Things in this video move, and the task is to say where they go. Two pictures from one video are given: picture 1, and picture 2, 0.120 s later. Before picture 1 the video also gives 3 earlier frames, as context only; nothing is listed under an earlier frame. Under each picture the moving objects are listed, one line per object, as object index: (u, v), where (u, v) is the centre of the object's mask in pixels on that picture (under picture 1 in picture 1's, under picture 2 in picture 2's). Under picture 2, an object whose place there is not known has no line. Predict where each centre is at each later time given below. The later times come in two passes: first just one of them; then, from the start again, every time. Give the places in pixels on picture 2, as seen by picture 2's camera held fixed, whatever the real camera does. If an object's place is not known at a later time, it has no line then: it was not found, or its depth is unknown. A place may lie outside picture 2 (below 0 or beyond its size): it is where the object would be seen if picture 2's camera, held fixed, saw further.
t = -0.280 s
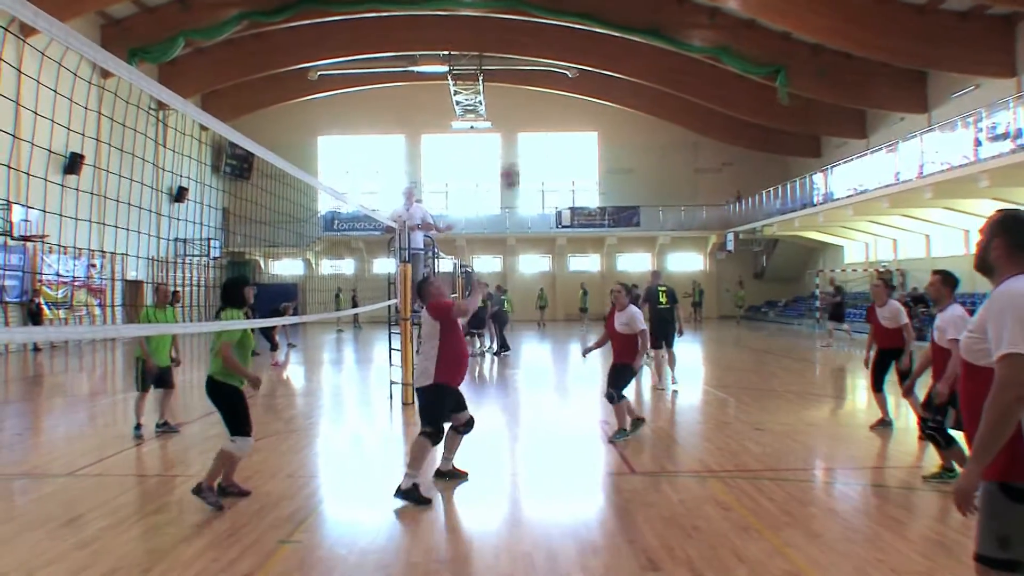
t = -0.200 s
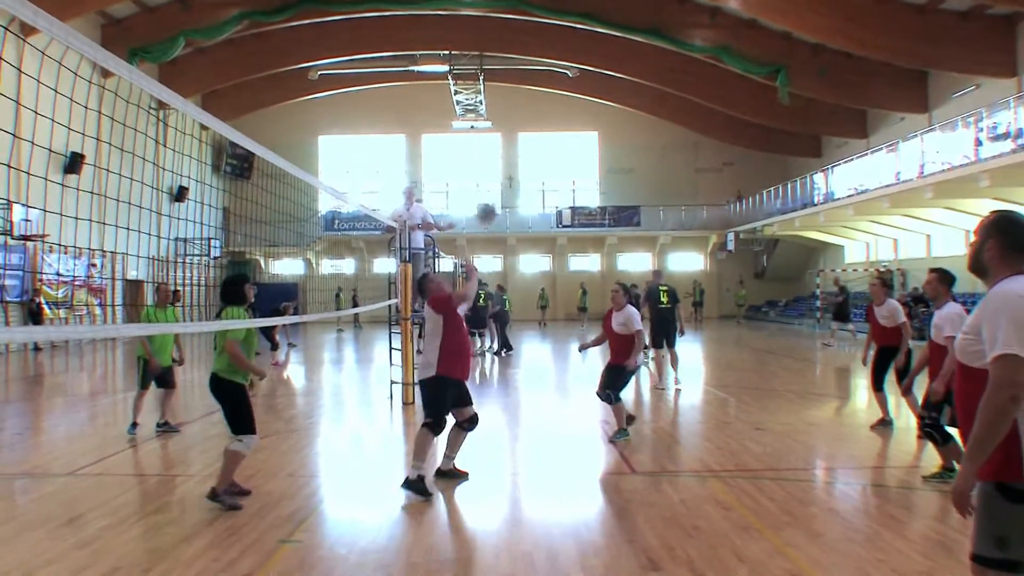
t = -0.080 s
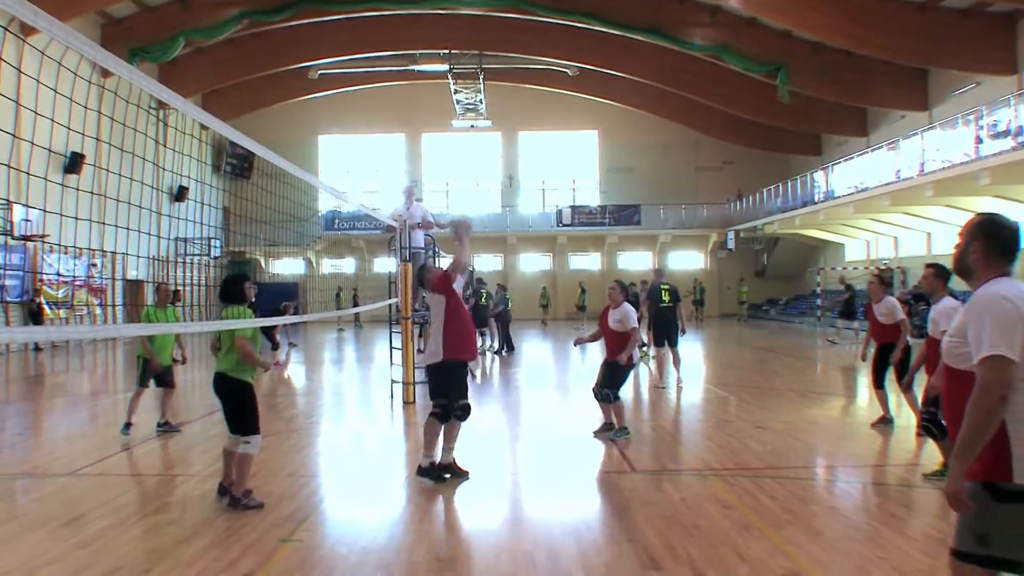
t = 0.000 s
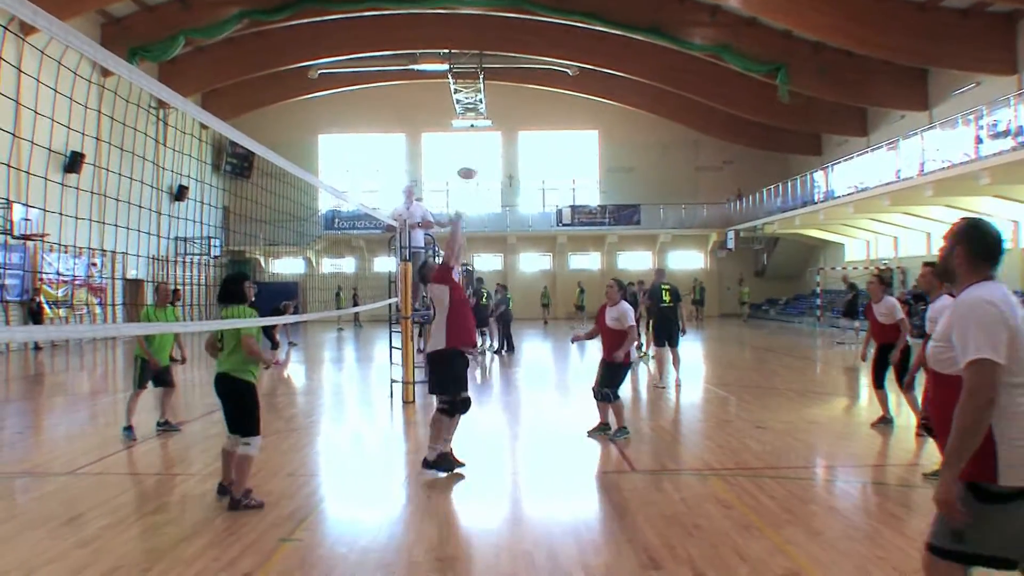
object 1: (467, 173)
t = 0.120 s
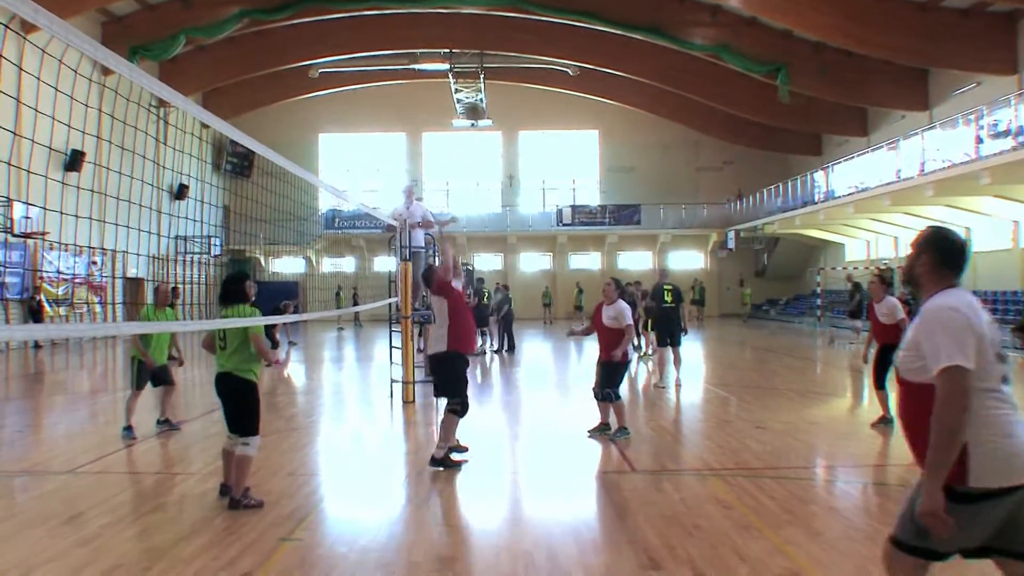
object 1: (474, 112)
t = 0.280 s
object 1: (484, 65)
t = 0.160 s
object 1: (477, 98)
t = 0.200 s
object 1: (480, 86)
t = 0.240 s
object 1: (481, 74)
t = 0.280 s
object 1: (484, 65)
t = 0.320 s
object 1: (486, 56)
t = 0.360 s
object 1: (490, 49)
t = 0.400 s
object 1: (491, 47)
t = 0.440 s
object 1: (493, 46)
